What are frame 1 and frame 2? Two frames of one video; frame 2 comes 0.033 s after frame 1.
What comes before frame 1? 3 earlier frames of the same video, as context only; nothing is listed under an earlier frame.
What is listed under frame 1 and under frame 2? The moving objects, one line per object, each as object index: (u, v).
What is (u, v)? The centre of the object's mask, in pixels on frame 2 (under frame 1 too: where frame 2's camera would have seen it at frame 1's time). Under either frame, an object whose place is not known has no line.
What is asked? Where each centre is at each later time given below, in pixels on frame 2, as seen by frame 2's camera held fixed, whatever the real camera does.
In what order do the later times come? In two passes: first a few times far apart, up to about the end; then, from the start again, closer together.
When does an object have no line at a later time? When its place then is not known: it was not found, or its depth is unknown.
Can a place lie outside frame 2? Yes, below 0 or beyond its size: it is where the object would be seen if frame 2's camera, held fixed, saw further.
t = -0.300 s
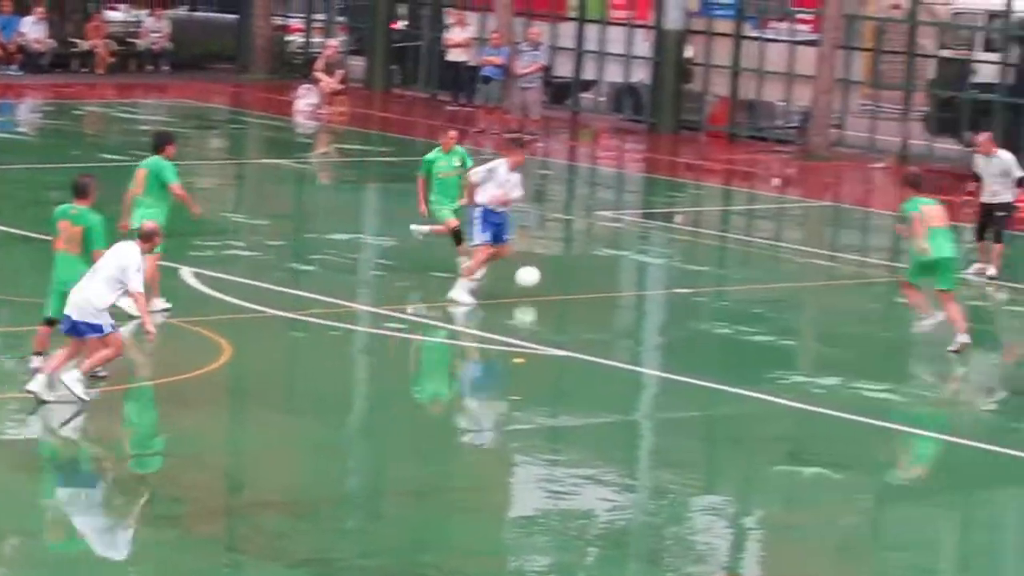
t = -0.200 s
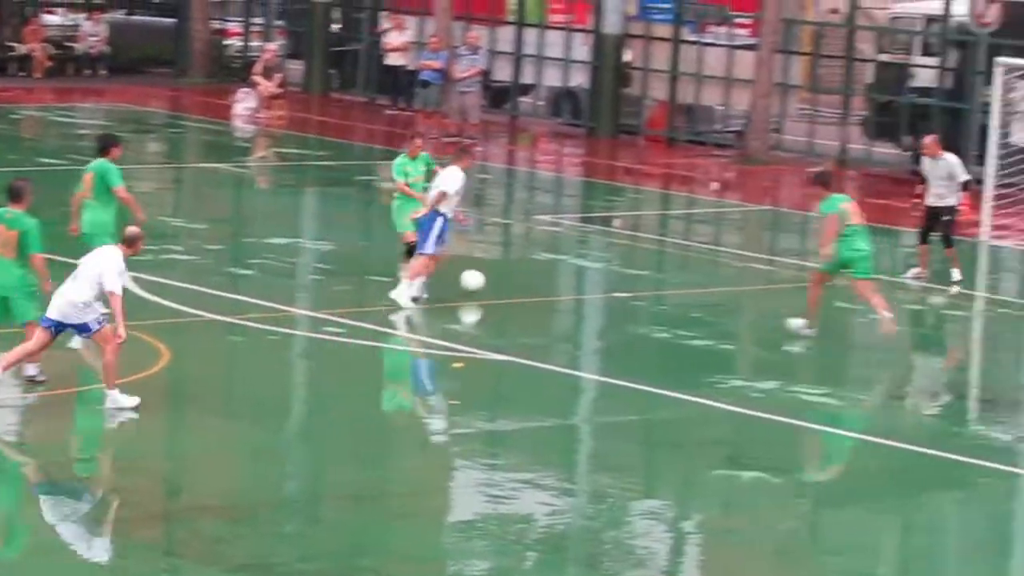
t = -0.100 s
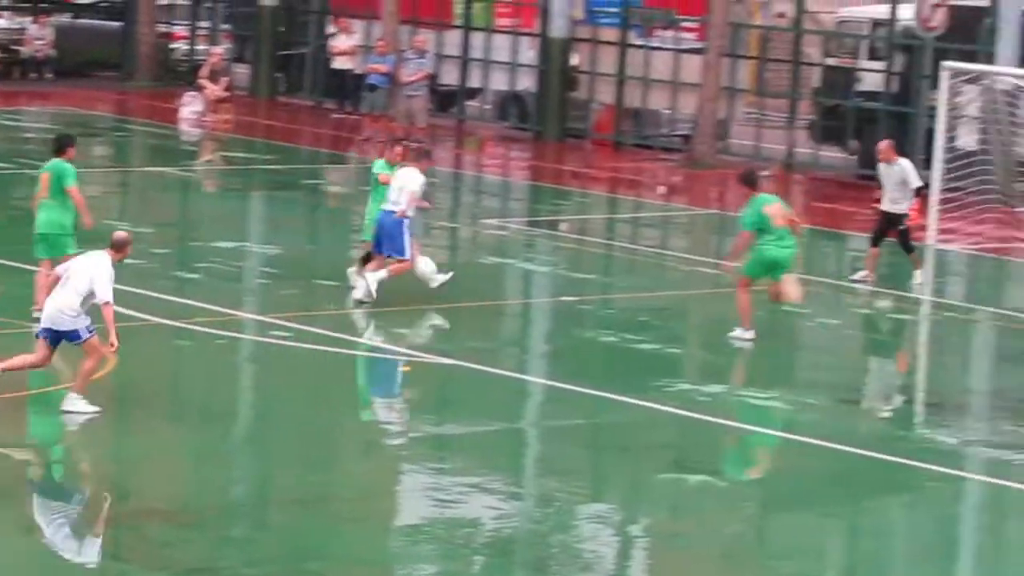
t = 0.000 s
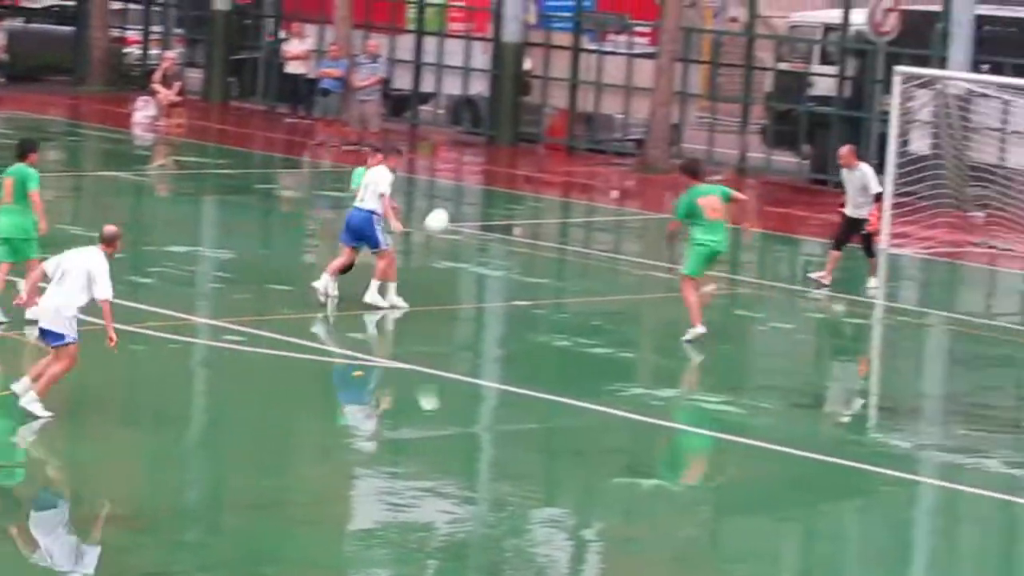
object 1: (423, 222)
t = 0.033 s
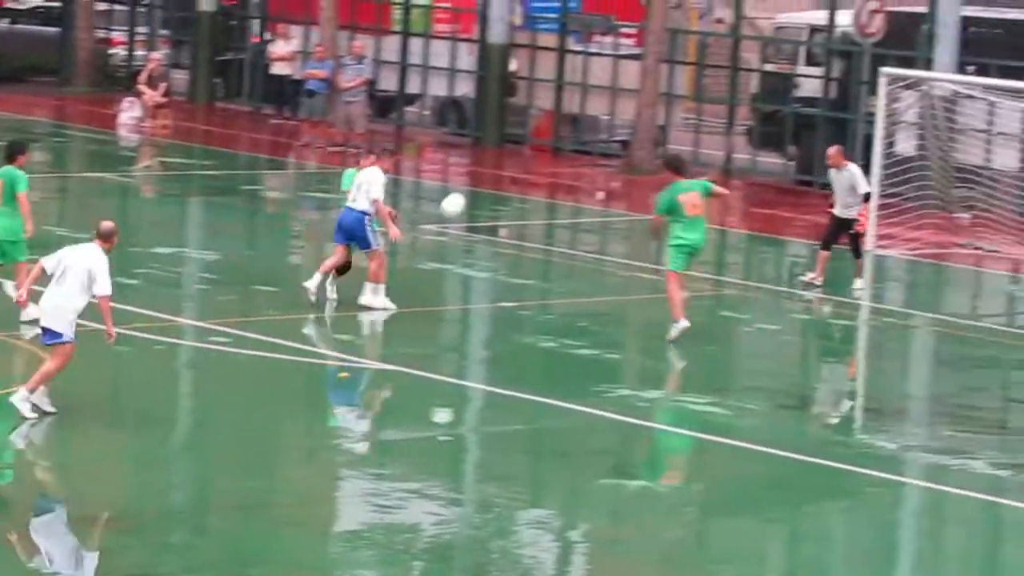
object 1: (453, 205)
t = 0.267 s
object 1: (653, 114)
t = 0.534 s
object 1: (868, 74)
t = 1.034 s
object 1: (1257, 178)
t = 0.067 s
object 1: (482, 189)
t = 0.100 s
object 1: (511, 174)
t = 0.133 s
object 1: (540, 160)
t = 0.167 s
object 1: (569, 147)
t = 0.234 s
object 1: (624, 125)
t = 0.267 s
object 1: (653, 114)
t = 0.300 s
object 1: (680, 106)
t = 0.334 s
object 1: (707, 98)
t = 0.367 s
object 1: (735, 91)
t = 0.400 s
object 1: (761, 86)
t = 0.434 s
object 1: (788, 82)
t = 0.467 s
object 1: (816, 77)
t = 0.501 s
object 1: (843, 75)
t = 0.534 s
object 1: (868, 74)
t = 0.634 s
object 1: (948, 75)
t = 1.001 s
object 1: (1231, 162)
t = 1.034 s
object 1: (1257, 178)
